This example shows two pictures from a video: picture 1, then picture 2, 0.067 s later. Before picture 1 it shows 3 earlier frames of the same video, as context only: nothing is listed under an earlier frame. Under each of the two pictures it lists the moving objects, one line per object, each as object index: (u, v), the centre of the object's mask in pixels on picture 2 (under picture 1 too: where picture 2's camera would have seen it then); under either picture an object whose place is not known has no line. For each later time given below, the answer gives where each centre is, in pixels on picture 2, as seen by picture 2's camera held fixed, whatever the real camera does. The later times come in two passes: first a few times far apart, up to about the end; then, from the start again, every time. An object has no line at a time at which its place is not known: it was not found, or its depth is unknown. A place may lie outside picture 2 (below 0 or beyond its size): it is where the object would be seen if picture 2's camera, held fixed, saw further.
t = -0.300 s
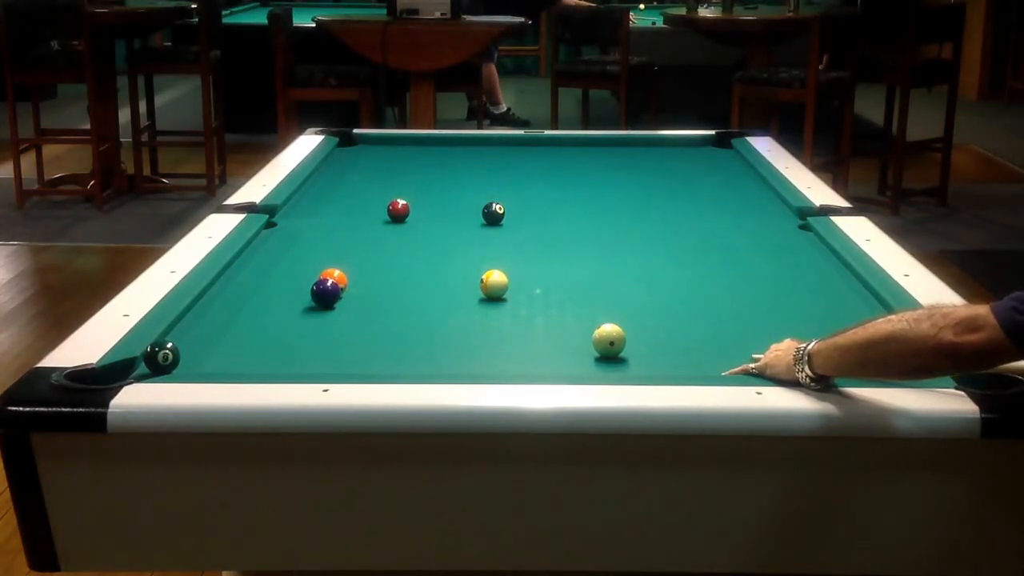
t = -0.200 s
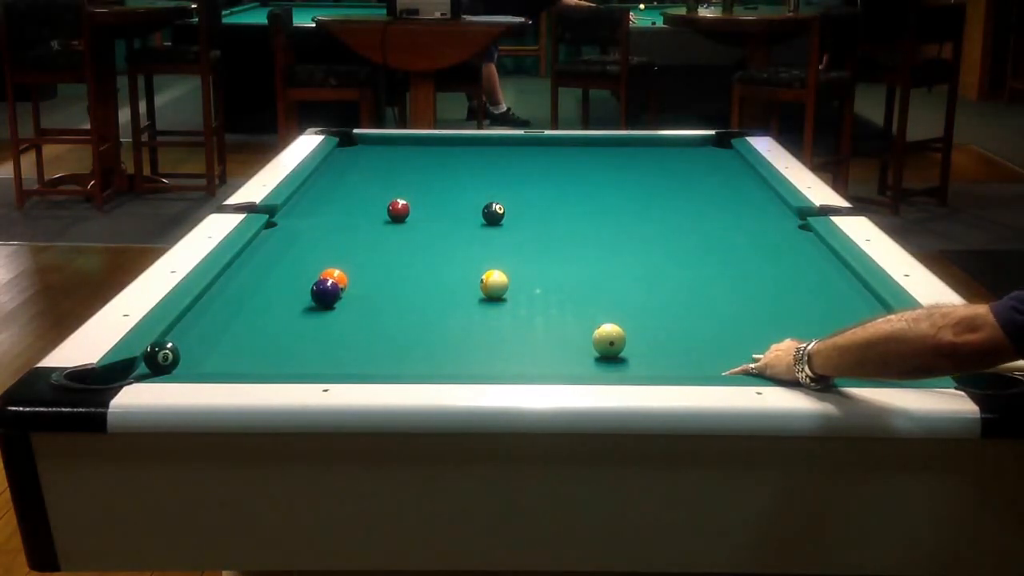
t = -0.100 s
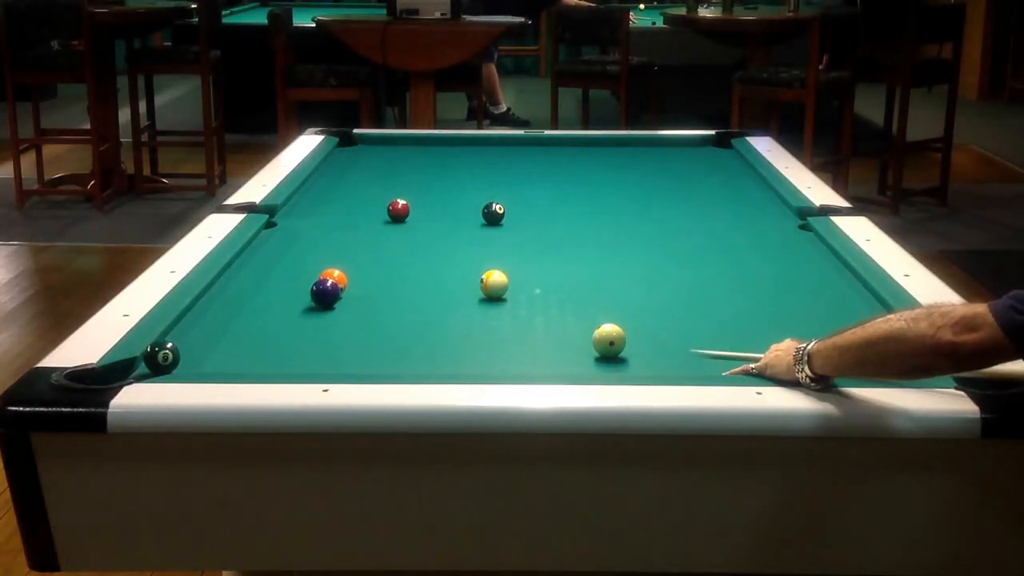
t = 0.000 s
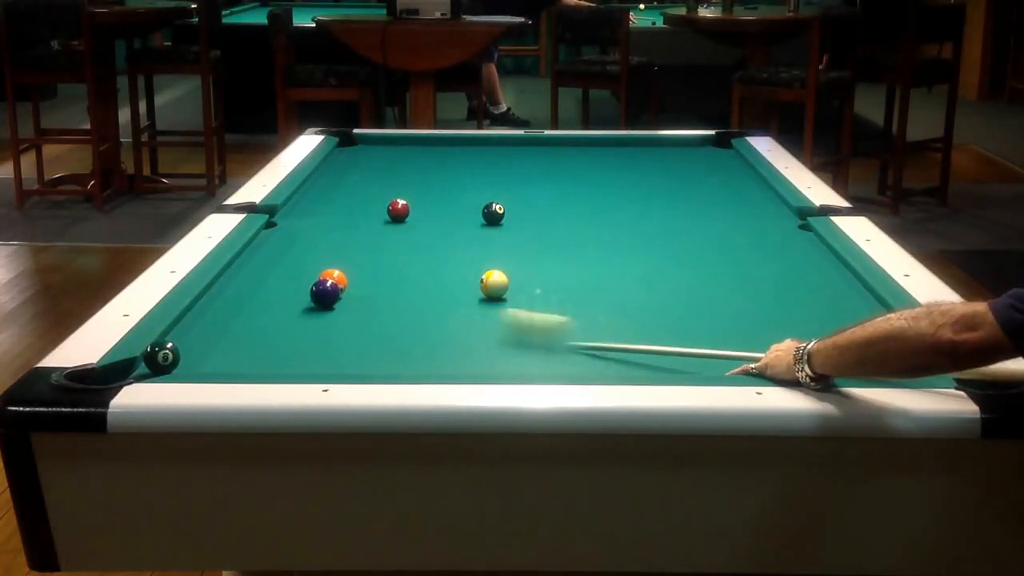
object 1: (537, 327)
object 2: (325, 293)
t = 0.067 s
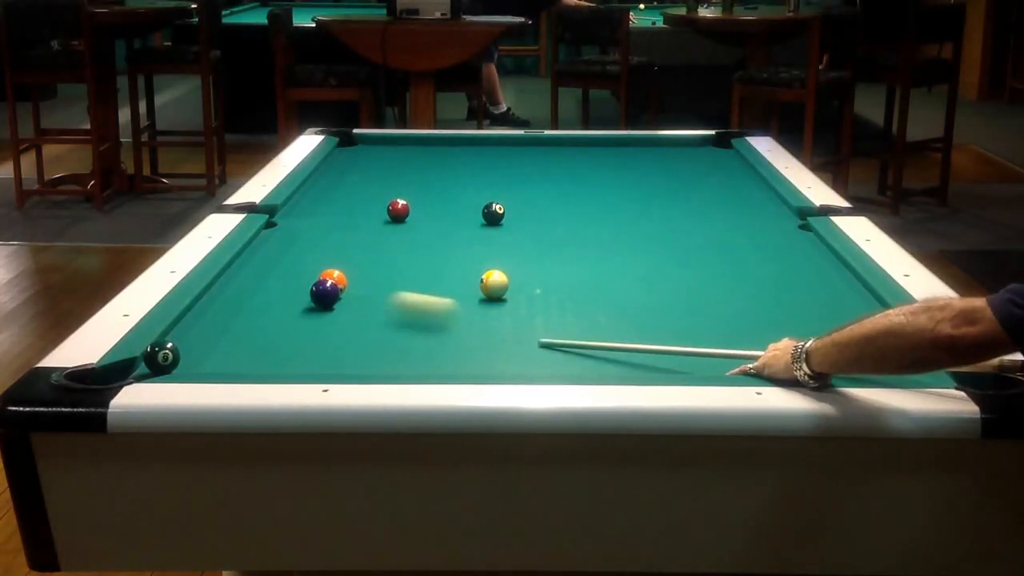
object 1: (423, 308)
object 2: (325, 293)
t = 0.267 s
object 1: (342, 301)
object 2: (296, 268)
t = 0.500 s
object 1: (339, 305)
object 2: (470, 250)
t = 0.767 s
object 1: (335, 309)
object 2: (640, 233)
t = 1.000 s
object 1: (333, 312)
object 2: (768, 218)
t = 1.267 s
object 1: (331, 314)
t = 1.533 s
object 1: (330, 315)
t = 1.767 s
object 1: (330, 316)
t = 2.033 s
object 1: (330, 316)
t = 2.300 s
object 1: (330, 316)
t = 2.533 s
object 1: (330, 316)
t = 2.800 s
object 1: (331, 316)
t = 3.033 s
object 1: (331, 316)
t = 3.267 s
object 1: (329, 316)
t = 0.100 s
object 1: (375, 297)
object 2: (325, 293)
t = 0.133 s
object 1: (346, 298)
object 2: (302, 285)
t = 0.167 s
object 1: (344, 299)
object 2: (267, 276)
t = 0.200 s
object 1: (344, 299)
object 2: (238, 274)
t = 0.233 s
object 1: (343, 300)
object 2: (266, 270)
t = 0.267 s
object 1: (342, 301)
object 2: (296, 268)
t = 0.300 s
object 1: (342, 302)
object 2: (326, 261)
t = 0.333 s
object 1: (341, 302)
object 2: (355, 262)
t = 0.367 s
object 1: (341, 303)
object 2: (379, 259)
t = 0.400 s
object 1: (340, 303)
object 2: (403, 257)
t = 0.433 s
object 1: (340, 304)
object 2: (426, 254)
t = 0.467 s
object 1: (339, 305)
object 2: (447, 252)
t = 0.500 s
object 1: (339, 305)
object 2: (470, 250)
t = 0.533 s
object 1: (338, 306)
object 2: (495, 247)
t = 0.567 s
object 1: (338, 306)
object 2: (517, 245)
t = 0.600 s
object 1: (338, 307)
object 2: (538, 243)
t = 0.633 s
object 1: (337, 307)
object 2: (558, 241)
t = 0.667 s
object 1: (337, 308)
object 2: (577, 239)
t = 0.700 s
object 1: (336, 308)
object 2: (600, 237)
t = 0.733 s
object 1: (336, 309)
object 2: (620, 234)
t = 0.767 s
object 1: (335, 309)
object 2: (640, 233)
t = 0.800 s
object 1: (335, 309)
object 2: (657, 230)
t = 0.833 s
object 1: (335, 310)
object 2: (677, 228)
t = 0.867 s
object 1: (334, 310)
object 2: (697, 227)
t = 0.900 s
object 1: (334, 311)
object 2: (717, 224)
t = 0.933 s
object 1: (334, 311)
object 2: (734, 223)
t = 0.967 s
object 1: (334, 312)
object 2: (751, 220)
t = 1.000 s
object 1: (333, 312)
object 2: (768, 218)
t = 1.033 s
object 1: (333, 312)
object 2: (787, 217)
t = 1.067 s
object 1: (333, 312)
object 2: (802, 213)
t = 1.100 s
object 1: (332, 313)
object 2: (816, 211)
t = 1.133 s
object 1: (332, 313)
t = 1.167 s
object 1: (332, 314)
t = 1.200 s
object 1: (331, 314)
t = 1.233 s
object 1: (331, 314)
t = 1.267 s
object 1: (331, 314)
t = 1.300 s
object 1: (331, 314)
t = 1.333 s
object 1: (331, 314)
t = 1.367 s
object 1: (330, 314)
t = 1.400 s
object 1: (330, 314)
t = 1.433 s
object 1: (330, 315)
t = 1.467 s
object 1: (330, 315)
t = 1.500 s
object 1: (330, 315)
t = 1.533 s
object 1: (330, 315)
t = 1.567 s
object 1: (330, 315)
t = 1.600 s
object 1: (330, 316)
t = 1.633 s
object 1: (330, 316)
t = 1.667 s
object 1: (330, 316)
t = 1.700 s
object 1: (330, 316)
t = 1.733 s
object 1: (330, 316)
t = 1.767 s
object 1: (330, 316)
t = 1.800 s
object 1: (330, 316)
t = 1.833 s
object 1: (330, 315)
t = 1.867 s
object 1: (330, 315)
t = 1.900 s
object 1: (330, 316)
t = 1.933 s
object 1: (330, 316)
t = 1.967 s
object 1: (330, 316)
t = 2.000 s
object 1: (330, 316)
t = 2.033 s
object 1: (330, 316)
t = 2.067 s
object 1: (330, 316)
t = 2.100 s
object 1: (330, 316)
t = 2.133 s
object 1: (330, 316)
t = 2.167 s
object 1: (330, 316)
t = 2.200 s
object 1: (330, 316)
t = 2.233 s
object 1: (330, 316)
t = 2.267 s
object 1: (330, 316)
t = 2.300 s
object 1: (330, 316)
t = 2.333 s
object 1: (330, 316)
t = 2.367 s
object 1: (330, 316)
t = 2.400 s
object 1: (330, 316)
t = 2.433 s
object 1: (330, 316)
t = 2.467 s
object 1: (330, 316)
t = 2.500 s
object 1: (330, 316)
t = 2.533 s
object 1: (330, 316)
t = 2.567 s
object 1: (331, 316)
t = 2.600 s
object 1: (331, 316)
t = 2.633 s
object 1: (331, 316)
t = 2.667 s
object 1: (331, 316)
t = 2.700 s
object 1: (331, 316)
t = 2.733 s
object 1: (331, 316)
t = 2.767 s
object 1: (331, 316)
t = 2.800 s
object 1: (331, 316)
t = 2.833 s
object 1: (331, 316)
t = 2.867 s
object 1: (331, 316)
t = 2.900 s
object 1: (331, 316)
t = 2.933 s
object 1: (330, 316)
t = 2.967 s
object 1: (330, 316)
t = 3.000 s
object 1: (331, 316)
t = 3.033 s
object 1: (331, 316)
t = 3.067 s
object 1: (331, 316)
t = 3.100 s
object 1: (331, 316)
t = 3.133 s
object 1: (331, 316)
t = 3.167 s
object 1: (331, 316)
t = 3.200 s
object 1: (331, 316)
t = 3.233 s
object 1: (330, 316)
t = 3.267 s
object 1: (329, 316)
